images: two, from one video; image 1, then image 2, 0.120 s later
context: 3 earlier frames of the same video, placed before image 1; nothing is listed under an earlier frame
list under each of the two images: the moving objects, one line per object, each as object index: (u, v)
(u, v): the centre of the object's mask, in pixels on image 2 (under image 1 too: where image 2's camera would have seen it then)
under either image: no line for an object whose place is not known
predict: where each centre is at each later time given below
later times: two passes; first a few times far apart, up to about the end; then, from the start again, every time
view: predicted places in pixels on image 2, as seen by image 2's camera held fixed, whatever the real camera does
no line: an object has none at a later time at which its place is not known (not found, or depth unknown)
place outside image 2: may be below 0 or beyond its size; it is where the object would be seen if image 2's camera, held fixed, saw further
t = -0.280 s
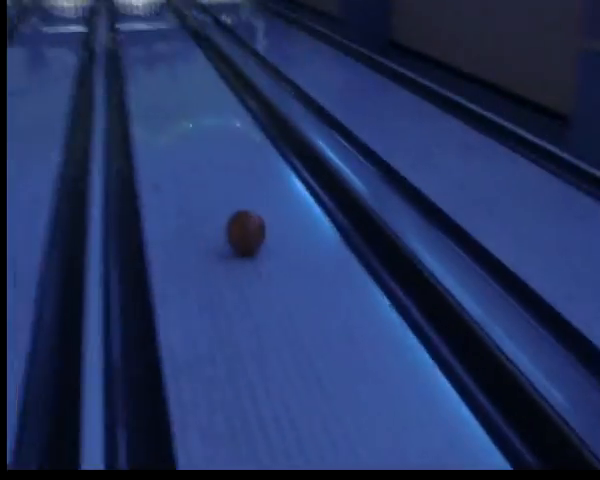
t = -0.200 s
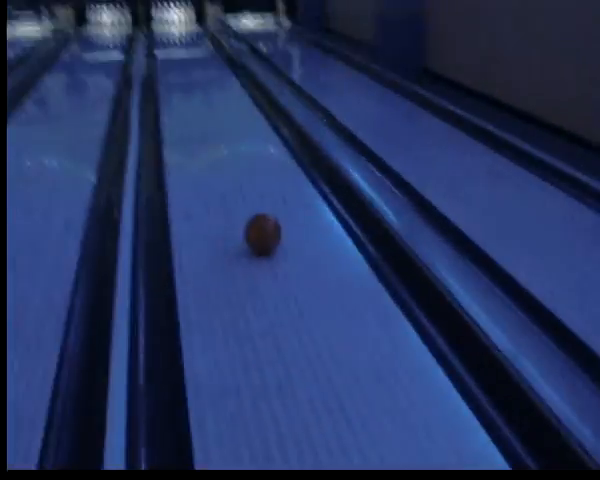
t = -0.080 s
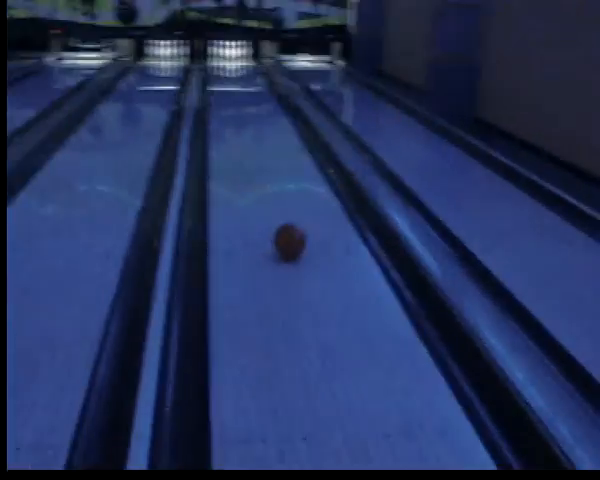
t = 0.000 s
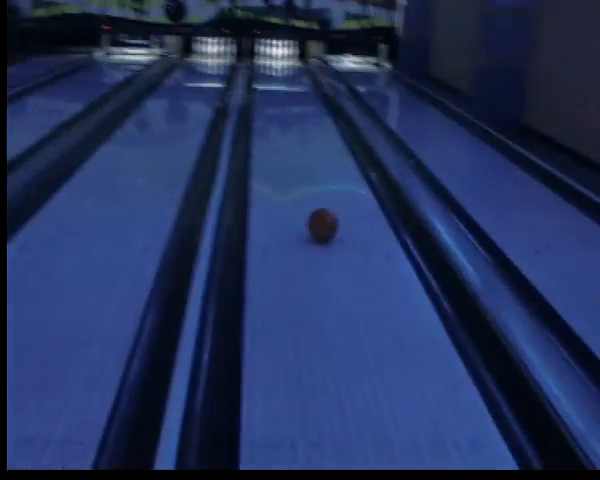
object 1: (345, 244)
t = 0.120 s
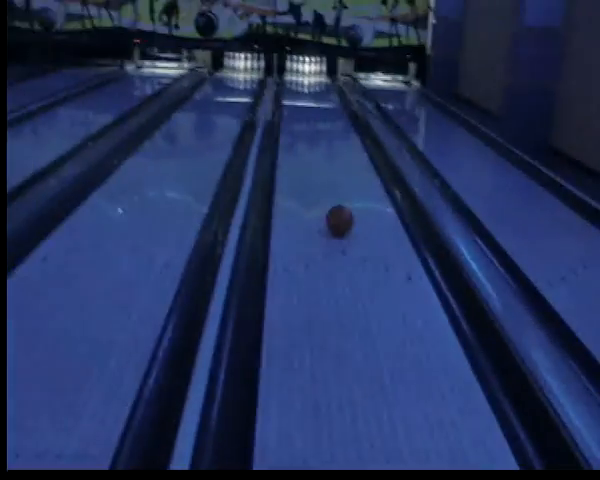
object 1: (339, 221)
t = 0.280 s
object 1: (332, 196)
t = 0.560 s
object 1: (325, 166)
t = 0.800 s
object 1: (320, 144)
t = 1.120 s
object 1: (315, 127)
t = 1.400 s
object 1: (312, 117)
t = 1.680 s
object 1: (310, 107)
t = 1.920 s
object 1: (308, 98)
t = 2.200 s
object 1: (306, 94)
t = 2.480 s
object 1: (305, 86)
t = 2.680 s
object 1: (304, 82)
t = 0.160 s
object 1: (337, 214)
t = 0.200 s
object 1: (336, 208)
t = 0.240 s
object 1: (334, 202)
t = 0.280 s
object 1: (332, 196)
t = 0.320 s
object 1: (331, 192)
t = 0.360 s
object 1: (330, 187)
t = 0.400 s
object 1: (329, 182)
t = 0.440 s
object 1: (327, 178)
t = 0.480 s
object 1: (326, 174)
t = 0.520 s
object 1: (325, 170)
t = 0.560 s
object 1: (325, 166)
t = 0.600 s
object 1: (324, 163)
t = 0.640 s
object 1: (323, 159)
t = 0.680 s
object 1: (322, 153)
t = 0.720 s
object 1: (321, 149)
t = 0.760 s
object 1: (320, 147)
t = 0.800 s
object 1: (320, 144)
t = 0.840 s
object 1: (319, 142)
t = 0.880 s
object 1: (318, 140)
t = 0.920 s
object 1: (318, 138)
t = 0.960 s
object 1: (317, 135)
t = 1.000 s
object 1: (317, 133)
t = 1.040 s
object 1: (316, 131)
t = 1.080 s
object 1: (316, 129)
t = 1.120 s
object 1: (315, 127)
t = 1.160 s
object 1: (314, 126)
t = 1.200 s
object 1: (314, 124)
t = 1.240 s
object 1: (313, 122)
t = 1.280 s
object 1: (312, 121)
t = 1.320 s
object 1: (312, 120)
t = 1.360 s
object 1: (312, 118)
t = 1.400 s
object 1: (312, 117)
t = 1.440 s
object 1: (311, 116)
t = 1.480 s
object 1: (310, 112)
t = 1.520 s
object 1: (311, 112)
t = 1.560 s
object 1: (311, 112)
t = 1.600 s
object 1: (310, 109)
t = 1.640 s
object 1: (310, 108)
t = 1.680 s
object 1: (310, 107)
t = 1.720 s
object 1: (309, 105)
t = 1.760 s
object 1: (309, 102)
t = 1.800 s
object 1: (308, 100)
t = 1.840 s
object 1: (308, 100)
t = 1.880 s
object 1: (308, 99)
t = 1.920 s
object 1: (308, 98)
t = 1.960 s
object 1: (308, 98)
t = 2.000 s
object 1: (307, 97)
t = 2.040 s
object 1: (307, 96)
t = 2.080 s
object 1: (307, 96)
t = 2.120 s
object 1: (306, 95)
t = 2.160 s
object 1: (306, 94)
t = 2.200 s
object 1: (306, 94)
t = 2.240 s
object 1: (305, 94)
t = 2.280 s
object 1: (305, 93)
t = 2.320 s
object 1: (305, 93)
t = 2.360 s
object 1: (305, 92)
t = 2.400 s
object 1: (305, 91)
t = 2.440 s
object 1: (305, 90)
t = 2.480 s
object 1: (305, 86)
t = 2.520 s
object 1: (304, 85)
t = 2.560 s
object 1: (304, 85)
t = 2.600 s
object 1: (304, 84)
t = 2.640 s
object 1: (304, 83)
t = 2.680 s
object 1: (304, 82)
